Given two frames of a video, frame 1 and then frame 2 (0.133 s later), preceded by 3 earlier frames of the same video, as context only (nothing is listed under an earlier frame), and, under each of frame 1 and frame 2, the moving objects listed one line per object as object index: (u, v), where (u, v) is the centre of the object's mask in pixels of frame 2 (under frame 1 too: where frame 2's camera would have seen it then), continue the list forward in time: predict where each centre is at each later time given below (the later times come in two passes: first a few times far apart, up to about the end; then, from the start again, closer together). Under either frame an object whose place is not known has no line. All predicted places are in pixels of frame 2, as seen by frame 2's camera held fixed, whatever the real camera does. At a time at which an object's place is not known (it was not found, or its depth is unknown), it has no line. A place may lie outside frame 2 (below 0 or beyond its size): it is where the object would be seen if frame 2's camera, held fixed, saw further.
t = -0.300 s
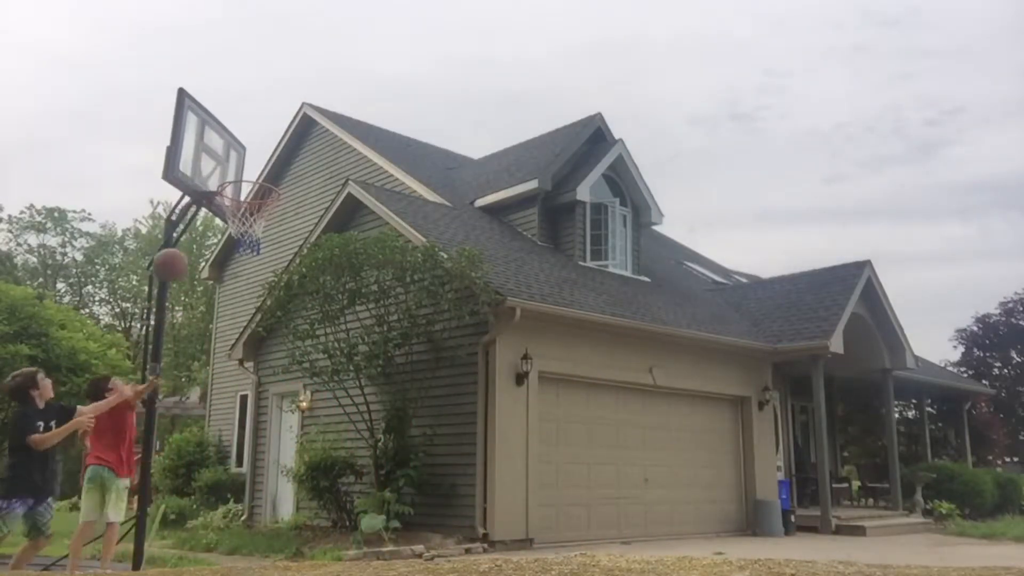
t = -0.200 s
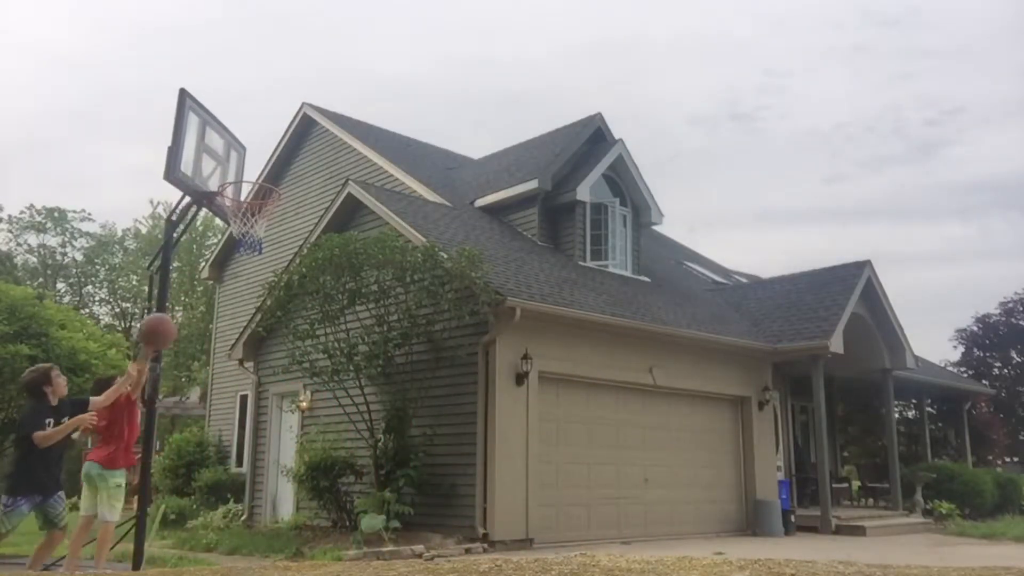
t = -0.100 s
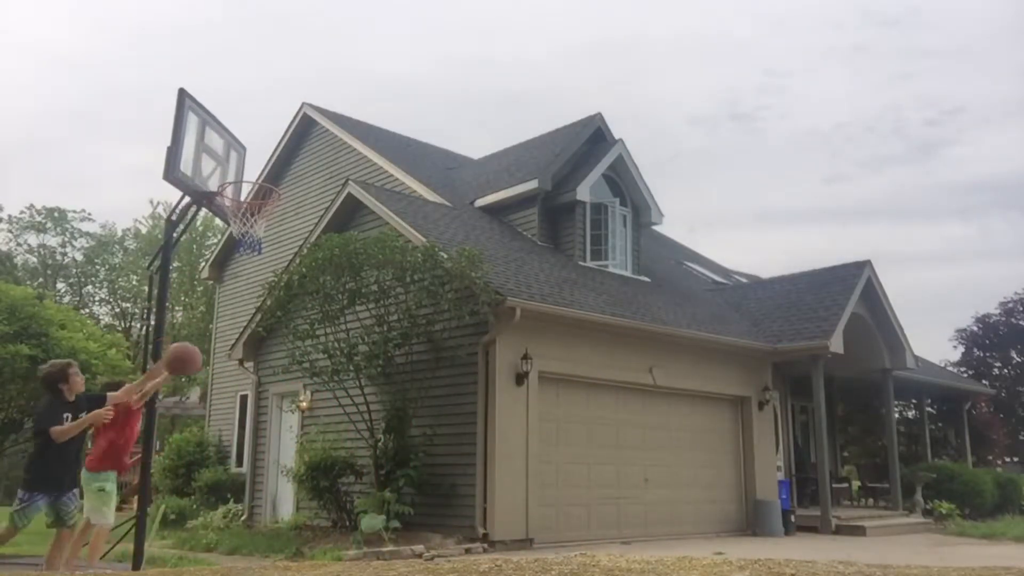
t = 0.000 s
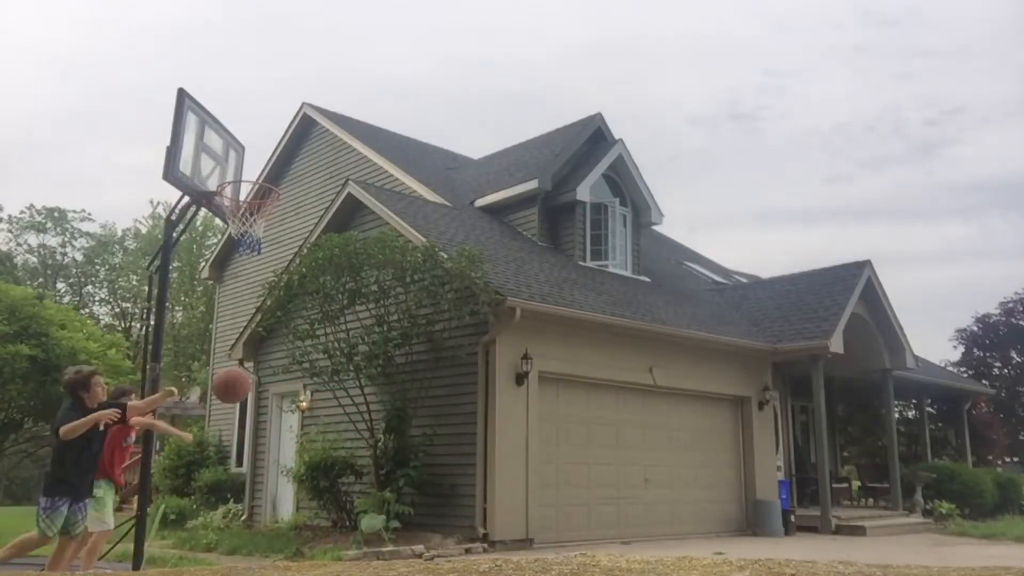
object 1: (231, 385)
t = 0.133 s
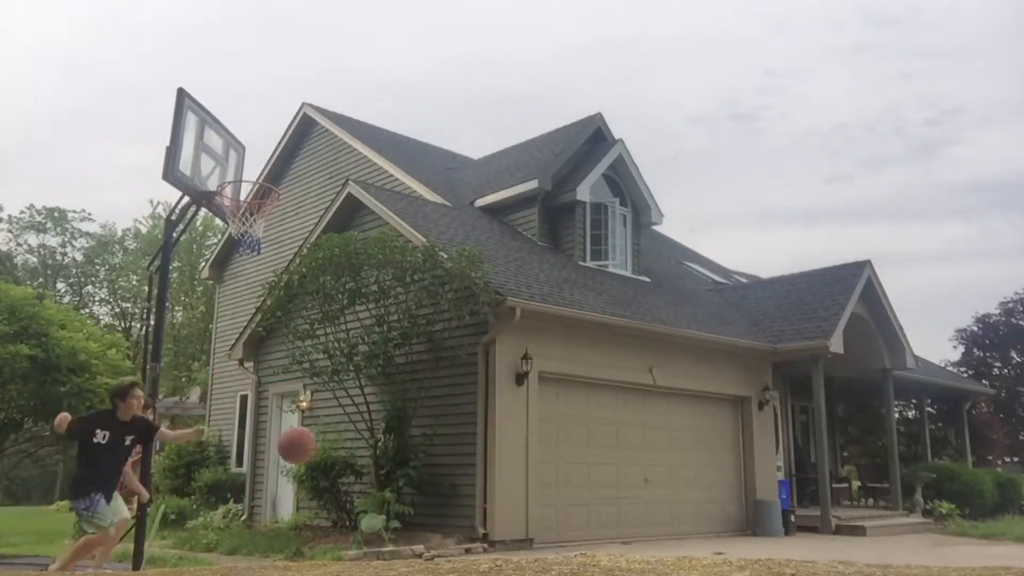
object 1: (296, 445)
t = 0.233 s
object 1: (345, 509)
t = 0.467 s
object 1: (454, 507)
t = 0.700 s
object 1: (553, 424)
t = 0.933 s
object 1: (652, 428)
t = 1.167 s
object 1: (756, 523)
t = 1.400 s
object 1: (858, 532)
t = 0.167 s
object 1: (313, 465)
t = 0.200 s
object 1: (329, 486)
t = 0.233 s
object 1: (345, 509)
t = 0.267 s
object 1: (361, 535)
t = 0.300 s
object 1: (379, 552)
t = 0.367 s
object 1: (409, 556)
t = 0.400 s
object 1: (424, 543)
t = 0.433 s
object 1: (439, 526)
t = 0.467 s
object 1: (454, 507)
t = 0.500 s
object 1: (467, 490)
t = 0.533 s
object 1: (482, 474)
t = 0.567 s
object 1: (496, 460)
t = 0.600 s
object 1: (510, 448)
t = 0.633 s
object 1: (525, 438)
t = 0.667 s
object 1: (539, 430)
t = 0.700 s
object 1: (553, 424)
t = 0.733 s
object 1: (566, 419)
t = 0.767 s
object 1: (580, 416)
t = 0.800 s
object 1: (595, 415)
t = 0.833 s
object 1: (609, 416)
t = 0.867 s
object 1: (623, 418)
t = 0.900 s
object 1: (638, 422)
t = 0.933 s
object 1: (652, 428)
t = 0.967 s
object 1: (667, 436)
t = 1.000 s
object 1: (681, 446)
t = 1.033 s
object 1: (696, 458)
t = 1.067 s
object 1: (711, 471)
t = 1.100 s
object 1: (726, 486)
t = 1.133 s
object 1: (742, 504)
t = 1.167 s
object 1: (756, 523)
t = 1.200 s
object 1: (772, 542)
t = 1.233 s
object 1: (788, 554)
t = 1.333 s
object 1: (830, 554)
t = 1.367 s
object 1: (845, 545)
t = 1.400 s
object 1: (858, 532)
